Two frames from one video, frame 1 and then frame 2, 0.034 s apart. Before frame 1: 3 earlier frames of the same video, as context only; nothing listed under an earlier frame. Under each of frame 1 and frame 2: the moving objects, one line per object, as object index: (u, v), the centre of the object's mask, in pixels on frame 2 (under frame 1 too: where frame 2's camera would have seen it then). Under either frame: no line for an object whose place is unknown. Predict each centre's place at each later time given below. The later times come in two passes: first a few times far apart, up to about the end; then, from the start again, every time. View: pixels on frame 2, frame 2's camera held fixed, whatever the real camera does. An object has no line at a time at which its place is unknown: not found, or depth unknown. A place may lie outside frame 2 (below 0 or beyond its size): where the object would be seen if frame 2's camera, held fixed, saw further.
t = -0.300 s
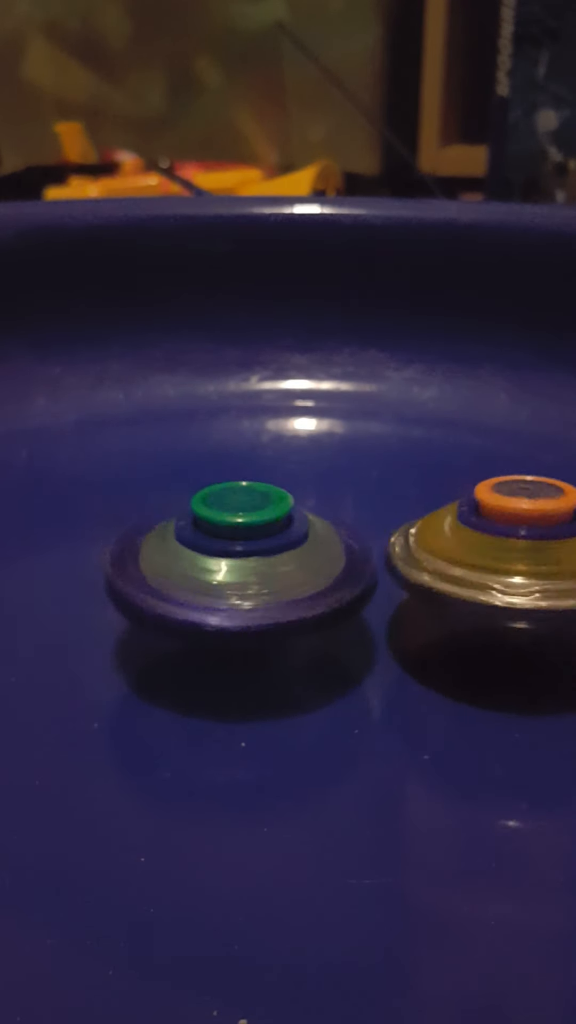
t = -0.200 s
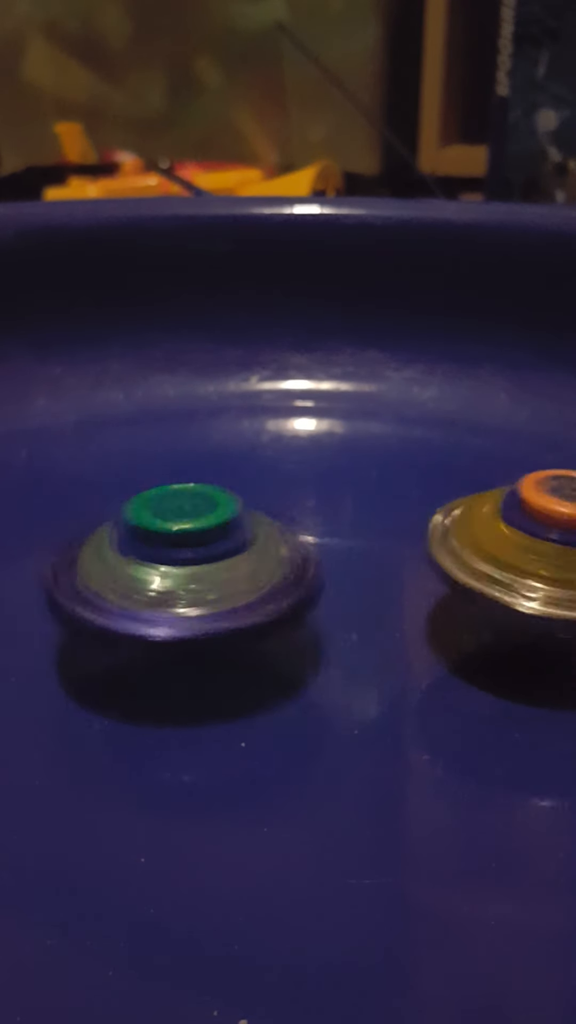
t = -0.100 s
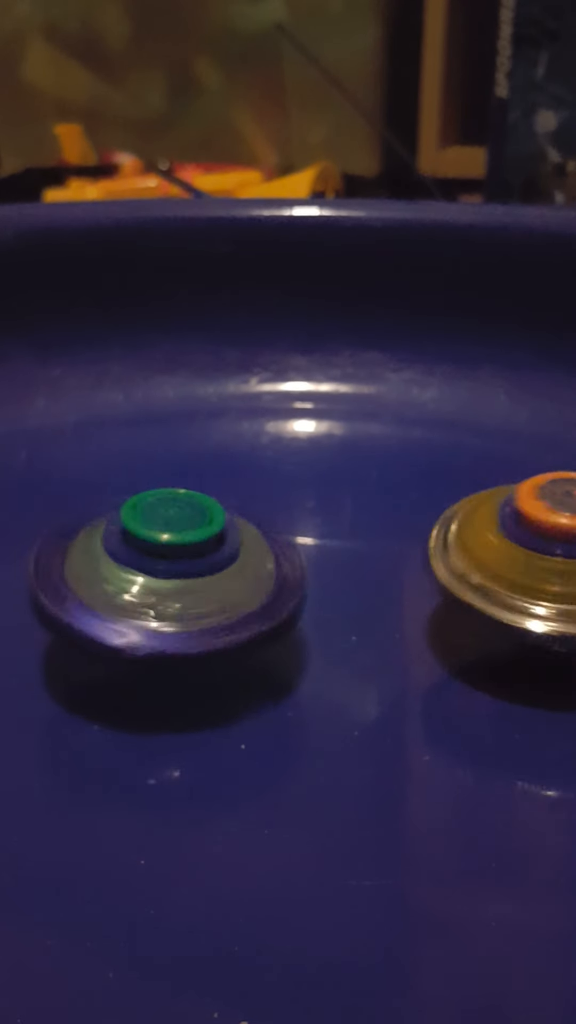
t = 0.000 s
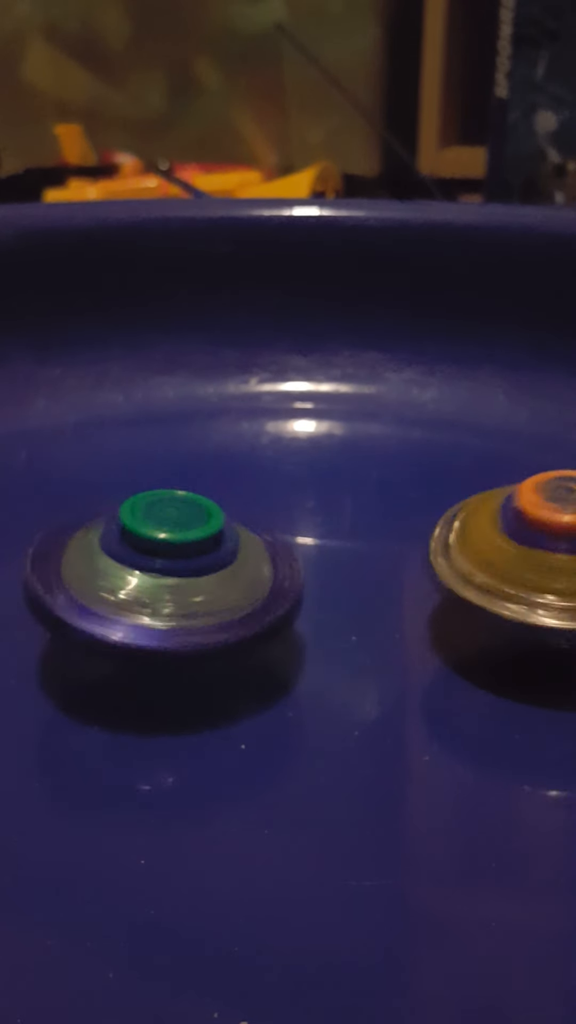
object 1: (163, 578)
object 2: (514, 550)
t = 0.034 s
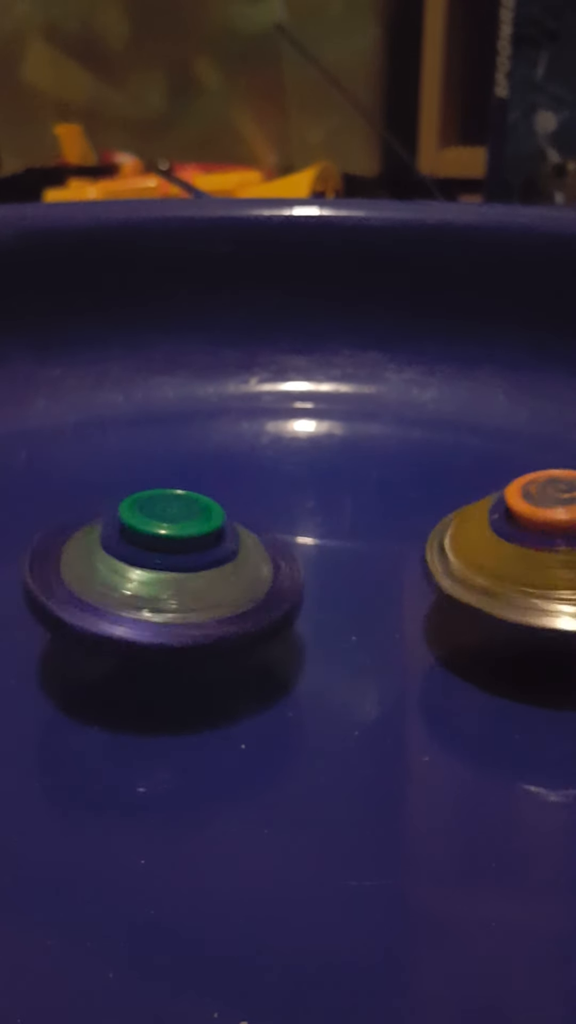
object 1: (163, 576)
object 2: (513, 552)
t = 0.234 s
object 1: (165, 577)
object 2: (514, 542)
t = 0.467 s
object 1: (177, 577)
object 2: (512, 532)
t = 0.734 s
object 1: (184, 574)
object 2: (507, 527)
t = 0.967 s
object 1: (179, 572)
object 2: (505, 529)
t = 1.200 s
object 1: (171, 572)
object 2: (505, 520)
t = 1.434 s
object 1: (174, 572)
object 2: (503, 515)
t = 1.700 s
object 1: (187, 571)
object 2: (498, 510)
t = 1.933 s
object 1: (193, 568)
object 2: (493, 513)
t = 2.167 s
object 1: (188, 567)
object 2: (491, 507)
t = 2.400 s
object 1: (181, 568)
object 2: (489, 503)
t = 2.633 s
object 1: (184, 569)
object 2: (482, 500)
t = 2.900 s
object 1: (197, 566)
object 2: (476, 500)
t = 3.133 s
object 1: (202, 564)
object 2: (470, 498)
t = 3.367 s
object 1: (196, 565)
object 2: (468, 493)
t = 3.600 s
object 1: (191, 564)
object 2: (460, 492)
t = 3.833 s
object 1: (196, 565)
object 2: (448, 488)
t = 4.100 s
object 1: (207, 562)
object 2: (441, 493)
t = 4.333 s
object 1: (211, 561)
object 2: (437, 485)
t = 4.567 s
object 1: (205, 560)
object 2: (429, 485)
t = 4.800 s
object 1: (199, 561)
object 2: (415, 485)
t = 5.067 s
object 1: (208, 559)
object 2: (408, 485)
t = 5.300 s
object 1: (210, 569)
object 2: (413, 491)
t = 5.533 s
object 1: (209, 568)
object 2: (407, 478)
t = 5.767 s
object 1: (209, 569)
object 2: (396, 477)
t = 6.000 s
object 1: (209, 577)
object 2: (399, 489)
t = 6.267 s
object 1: (207, 578)
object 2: (395, 483)
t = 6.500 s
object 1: (216, 577)
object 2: (387, 475)
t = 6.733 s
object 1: (216, 577)
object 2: (378, 475)
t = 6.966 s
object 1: (210, 577)
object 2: (369, 485)
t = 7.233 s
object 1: (202, 576)
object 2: (368, 481)
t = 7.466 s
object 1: (211, 577)
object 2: (358, 482)
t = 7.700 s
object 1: (217, 574)
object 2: (349, 475)
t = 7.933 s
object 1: (209, 580)
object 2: (356, 480)
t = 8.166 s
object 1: (208, 579)
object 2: (358, 476)
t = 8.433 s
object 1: (207, 579)
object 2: (339, 484)
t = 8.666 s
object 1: (217, 580)
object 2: (328, 475)
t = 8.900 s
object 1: (206, 614)
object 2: (343, 474)
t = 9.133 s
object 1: (199, 610)
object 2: (348, 472)
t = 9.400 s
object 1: (201, 618)
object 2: (326, 482)
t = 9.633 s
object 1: (199, 619)
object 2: (285, 475)
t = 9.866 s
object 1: (200, 611)
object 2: (271, 467)
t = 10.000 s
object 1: (196, 606)
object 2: (274, 465)
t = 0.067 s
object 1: (162, 577)
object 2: (515, 545)
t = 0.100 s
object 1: (163, 577)
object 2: (514, 546)
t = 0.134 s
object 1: (163, 576)
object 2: (515, 546)
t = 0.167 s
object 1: (163, 577)
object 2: (515, 543)
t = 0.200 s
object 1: (165, 578)
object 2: (514, 543)
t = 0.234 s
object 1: (165, 577)
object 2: (514, 542)
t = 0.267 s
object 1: (168, 577)
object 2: (516, 538)
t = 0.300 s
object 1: (170, 578)
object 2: (514, 540)
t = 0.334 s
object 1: (170, 576)
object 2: (513, 537)
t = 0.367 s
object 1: (173, 577)
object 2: (514, 534)
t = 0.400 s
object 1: (174, 577)
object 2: (512, 536)
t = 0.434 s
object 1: (173, 577)
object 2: (511, 531)
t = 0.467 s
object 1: (177, 577)
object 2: (512, 532)
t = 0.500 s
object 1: (179, 576)
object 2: (510, 533)
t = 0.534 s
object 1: (179, 577)
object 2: (510, 527)
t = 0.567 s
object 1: (181, 576)
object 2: (510, 529)
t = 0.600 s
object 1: (181, 576)
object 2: (508, 531)
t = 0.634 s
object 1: (182, 576)
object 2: (509, 526)
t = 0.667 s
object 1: (184, 575)
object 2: (508, 529)
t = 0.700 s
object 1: (184, 574)
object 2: (507, 530)
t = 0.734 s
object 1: (184, 574)
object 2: (507, 527)
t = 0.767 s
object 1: (185, 574)
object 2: (506, 529)
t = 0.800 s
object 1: (183, 573)
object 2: (505, 529)
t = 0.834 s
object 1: (183, 573)
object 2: (507, 527)
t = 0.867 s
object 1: (183, 572)
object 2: (505, 529)
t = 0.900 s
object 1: (182, 572)
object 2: (504, 529)
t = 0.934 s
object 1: (181, 572)
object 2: (506, 527)
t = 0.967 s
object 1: (179, 572)
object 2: (505, 529)
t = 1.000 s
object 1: (176, 572)
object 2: (504, 527)
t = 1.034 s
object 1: (176, 572)
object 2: (505, 526)
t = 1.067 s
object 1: (175, 572)
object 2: (505, 528)
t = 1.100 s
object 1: (173, 572)
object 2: (504, 524)
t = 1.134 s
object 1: (174, 572)
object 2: (505, 525)
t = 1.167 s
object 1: (172, 571)
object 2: (505, 526)
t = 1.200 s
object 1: (171, 572)
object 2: (505, 520)
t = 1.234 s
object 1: (171, 572)
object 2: (505, 522)
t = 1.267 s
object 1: (170, 572)
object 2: (504, 523)
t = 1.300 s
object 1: (171, 572)
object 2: (505, 517)
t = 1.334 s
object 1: (171, 571)
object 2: (505, 518)
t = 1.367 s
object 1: (171, 571)
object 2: (504, 519)
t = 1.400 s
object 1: (173, 572)
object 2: (504, 514)
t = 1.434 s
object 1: (174, 572)
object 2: (503, 515)
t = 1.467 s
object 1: (174, 572)
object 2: (502, 516)
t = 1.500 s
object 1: (177, 573)
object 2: (503, 512)
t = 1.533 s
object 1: (178, 573)
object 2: (501, 513)
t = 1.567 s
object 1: (179, 573)
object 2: (500, 514)
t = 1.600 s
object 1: (182, 573)
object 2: (501, 511)
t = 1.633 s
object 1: (184, 572)
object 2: (499, 513)
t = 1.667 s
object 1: (185, 572)
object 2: (497, 513)
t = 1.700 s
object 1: (187, 571)
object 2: (498, 510)
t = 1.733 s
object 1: (187, 570)
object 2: (497, 512)
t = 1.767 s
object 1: (189, 570)
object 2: (495, 512)
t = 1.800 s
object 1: (190, 570)
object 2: (496, 510)
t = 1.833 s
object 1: (190, 570)
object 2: (495, 512)
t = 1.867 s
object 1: (192, 569)
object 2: (493, 511)
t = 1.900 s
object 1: (192, 569)
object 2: (494, 511)
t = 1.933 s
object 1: (193, 568)
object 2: (493, 513)
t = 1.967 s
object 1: (193, 569)
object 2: (492, 510)
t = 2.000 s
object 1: (193, 567)
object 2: (493, 510)
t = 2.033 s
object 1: (192, 568)
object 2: (492, 513)
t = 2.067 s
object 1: (192, 567)
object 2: (491, 509)
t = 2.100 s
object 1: (191, 567)
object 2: (492, 510)
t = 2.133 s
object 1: (189, 568)
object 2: (491, 512)
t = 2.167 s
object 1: (188, 567)
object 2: (491, 507)
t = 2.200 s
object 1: (186, 567)
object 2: (491, 508)
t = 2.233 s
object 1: (186, 568)
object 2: (490, 509)
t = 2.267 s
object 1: (185, 567)
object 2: (490, 504)
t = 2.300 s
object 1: (183, 567)
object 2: (490, 505)
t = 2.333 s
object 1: (181, 568)
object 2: (489, 506)
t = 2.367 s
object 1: (181, 568)
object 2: (489, 501)
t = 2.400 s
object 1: (181, 568)
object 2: (489, 503)
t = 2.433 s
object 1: (180, 568)
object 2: (487, 504)
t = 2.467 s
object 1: (181, 567)
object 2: (487, 500)
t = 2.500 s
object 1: (180, 567)
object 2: (487, 501)
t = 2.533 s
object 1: (182, 568)
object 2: (485, 502)
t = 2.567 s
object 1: (182, 568)
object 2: (486, 498)
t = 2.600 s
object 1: (182, 568)
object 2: (485, 500)
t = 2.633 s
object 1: (184, 569)
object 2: (482, 500)
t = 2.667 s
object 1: (185, 567)
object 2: (483, 498)
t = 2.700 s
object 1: (187, 568)
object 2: (482, 500)
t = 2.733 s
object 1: (189, 568)
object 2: (478, 500)
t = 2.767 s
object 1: (189, 567)
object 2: (480, 498)
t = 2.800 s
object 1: (191, 567)
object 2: (478, 500)
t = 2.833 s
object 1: (194, 567)
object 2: (476, 500)
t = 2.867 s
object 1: (195, 566)
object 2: (477, 498)
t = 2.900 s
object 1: (197, 566)
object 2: (476, 500)
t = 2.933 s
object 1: (199, 566)
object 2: (473, 500)
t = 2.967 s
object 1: (198, 565)
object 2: (474, 499)
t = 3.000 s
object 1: (200, 566)
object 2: (473, 501)
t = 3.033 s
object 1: (201, 566)
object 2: (472, 499)
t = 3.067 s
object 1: (201, 565)
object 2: (473, 498)
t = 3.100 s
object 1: (202, 565)
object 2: (472, 500)
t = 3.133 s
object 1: (202, 564)
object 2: (470, 498)
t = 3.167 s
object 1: (201, 565)
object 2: (471, 497)
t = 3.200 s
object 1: (200, 564)
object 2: (471, 499)
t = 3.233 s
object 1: (200, 564)
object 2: (469, 495)
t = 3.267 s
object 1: (199, 564)
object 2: (470, 495)
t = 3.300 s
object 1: (198, 564)
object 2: (469, 497)
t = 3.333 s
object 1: (197, 564)
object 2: (468, 493)
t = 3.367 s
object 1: (196, 565)
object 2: (468, 493)
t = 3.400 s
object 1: (196, 564)
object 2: (467, 495)
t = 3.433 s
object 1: (195, 563)
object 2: (465, 491)
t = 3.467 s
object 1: (193, 564)
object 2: (466, 491)
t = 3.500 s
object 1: (193, 564)
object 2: (464, 493)
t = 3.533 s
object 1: (191, 564)
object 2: (461, 489)
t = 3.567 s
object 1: (190, 565)
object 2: (462, 490)
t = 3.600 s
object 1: (191, 564)
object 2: (460, 492)
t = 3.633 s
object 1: (191, 564)
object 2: (457, 488)
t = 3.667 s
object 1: (192, 565)
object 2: (458, 490)
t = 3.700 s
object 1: (192, 564)
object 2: (454, 492)
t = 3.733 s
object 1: (191, 564)
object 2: (452, 488)
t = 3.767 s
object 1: (194, 565)
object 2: (453, 490)
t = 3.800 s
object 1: (194, 564)
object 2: (450, 492)
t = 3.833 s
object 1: (196, 565)
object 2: (448, 488)
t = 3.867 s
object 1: (198, 564)
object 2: (449, 490)
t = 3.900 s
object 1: (199, 564)
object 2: (446, 492)
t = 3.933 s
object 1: (199, 565)
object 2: (445, 488)
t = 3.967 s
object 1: (202, 564)
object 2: (446, 491)
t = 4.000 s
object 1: (203, 563)
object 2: (443, 493)
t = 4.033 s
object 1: (204, 564)
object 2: (443, 489)
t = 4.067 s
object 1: (206, 563)
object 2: (443, 492)
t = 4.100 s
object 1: (207, 562)
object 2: (441, 493)
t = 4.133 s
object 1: (208, 563)
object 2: (440, 488)
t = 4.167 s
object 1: (209, 563)
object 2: (440, 490)
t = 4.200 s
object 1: (209, 561)
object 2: (439, 491)
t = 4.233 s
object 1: (210, 562)
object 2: (439, 487)
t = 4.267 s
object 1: (210, 561)
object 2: (439, 489)
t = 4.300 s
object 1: (210, 561)
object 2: (437, 490)
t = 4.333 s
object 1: (211, 561)
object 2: (437, 485)
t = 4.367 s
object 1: (210, 561)
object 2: (437, 487)
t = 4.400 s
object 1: (208, 561)
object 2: (434, 488)
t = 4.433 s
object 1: (208, 561)
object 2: (434, 484)
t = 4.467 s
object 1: (208, 560)
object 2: (434, 485)
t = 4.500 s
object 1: (206, 561)
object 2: (431, 486)
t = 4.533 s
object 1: (205, 561)
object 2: (430, 483)
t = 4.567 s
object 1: (205, 560)
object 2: (429, 485)
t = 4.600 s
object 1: (204, 561)
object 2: (425, 485)
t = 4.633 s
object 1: (203, 561)
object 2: (424, 482)
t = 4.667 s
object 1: (201, 561)
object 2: (424, 484)
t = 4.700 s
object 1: (198, 562)
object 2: (420, 485)
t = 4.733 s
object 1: (200, 561)
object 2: (419, 482)
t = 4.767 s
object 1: (199, 560)
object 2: (419, 484)
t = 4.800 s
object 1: (199, 561)
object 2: (415, 485)
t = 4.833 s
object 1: (199, 561)
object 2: (415, 482)
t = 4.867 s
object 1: (199, 560)
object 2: (414, 484)
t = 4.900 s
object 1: (200, 561)
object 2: (411, 485)
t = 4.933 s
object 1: (201, 561)
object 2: (411, 483)
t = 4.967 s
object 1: (202, 561)
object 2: (410, 485)
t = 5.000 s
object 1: (204, 561)
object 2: (408, 486)
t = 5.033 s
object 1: (207, 561)
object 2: (407, 484)
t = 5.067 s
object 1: (208, 559)
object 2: (408, 485)
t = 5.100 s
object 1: (210, 560)
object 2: (406, 486)
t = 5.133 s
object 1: (211, 560)
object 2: (405, 483)
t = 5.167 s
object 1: (211, 560)
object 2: (405, 485)
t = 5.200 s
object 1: (207, 563)
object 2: (407, 484)
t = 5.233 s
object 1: (203, 570)
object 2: (414, 481)
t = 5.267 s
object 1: (210, 572)
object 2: (416, 488)
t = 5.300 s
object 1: (210, 569)
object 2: (413, 491)
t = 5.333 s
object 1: (206, 567)
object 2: (410, 485)
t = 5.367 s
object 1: (206, 570)
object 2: (412, 484)
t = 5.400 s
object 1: (210, 571)
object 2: (413, 485)
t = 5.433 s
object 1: (208, 567)
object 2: (411, 483)
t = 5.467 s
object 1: (205, 569)
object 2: (411, 484)
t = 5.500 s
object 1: (209, 570)
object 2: (408, 482)
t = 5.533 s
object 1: (209, 568)
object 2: (407, 478)
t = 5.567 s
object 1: (207, 568)
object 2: (409, 479)
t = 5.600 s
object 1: (207, 570)
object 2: (406, 481)
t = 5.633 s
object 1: (208, 569)
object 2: (402, 477)
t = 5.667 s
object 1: (209, 568)
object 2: (402, 476)
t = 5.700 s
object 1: (208, 569)
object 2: (401, 478)
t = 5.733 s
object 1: (209, 568)
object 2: (397, 477)
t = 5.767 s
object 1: (209, 569)
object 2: (396, 477)
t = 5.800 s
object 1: (211, 568)
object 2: (393, 479)
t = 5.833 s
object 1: (209, 568)
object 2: (390, 476)
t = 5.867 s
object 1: (210, 568)
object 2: (392, 477)
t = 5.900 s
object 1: (211, 569)
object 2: (391, 479)
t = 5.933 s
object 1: (204, 577)
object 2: (394, 476)
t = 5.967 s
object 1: (207, 579)
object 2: (400, 484)
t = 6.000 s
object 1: (209, 577)
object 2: (399, 489)
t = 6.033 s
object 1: (205, 575)
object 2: (394, 488)
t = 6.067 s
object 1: (204, 577)
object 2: (394, 486)
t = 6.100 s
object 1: (204, 577)
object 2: (395, 488)
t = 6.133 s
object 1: (205, 576)
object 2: (394, 488)
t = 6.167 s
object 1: (205, 577)
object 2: (395, 486)
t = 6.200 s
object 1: (206, 577)
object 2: (395, 487)
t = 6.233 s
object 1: (206, 578)
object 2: (394, 487)
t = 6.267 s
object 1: (207, 578)
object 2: (395, 483)
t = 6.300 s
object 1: (207, 579)
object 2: (395, 484)
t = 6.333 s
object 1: (208, 579)
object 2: (394, 484)
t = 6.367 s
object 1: (211, 578)
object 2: (391, 479)
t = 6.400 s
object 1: (211, 577)
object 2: (393, 479)
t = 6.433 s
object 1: (211, 577)
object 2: (391, 480)
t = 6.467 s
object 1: (214, 578)
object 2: (386, 476)
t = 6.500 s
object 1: (216, 577)
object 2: (387, 475)
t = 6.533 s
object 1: (215, 576)
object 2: (386, 476)
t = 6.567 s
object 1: (216, 577)
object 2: (383, 473)
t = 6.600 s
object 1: (217, 576)
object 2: (384, 472)
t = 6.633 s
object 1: (217, 576)
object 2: (383, 474)
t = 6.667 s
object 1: (219, 576)
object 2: (378, 473)
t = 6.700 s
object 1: (217, 577)
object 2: (379, 472)
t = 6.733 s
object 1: (216, 577)
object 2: (378, 475)
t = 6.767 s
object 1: (218, 577)
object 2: (374, 475)
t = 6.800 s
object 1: (216, 576)
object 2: (376, 476)
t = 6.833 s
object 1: (215, 576)
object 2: (376, 479)
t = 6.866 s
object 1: (214, 578)
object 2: (371, 480)
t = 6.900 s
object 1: (214, 576)
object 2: (372, 480)
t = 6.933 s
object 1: (212, 576)
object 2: (372, 483)
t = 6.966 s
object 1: (210, 577)
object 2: (369, 485)
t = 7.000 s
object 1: (207, 577)
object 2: (369, 482)
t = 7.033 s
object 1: (207, 577)
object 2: (370, 484)
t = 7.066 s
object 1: (206, 577)
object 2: (369, 486)
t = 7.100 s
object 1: (205, 576)
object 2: (368, 482)
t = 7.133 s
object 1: (204, 576)
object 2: (369, 483)
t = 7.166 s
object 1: (204, 577)
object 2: (369, 484)
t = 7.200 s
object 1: (203, 576)
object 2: (367, 481)
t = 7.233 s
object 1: (202, 576)
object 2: (368, 481)
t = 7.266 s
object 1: (203, 576)
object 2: (369, 481)
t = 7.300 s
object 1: (203, 576)
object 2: (365, 478)
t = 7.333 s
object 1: (204, 575)
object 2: (365, 476)
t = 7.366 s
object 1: (205, 576)
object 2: (365, 477)
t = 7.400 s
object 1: (206, 576)
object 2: (361, 476)
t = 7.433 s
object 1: (208, 576)
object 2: (358, 481)
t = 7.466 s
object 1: (211, 577)
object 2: (358, 482)
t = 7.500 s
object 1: (212, 576)
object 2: (356, 483)
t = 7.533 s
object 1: (211, 575)
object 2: (355, 481)
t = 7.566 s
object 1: (213, 576)
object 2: (354, 481)
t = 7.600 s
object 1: (212, 575)
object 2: (353, 472)
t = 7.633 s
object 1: (214, 575)
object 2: (350, 472)
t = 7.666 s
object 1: (215, 576)
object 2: (351, 473)
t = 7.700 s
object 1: (217, 574)
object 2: (349, 475)
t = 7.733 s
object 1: (214, 576)
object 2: (351, 473)
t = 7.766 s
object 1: (216, 577)
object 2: (355, 477)
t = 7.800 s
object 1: (215, 579)
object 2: (354, 480)
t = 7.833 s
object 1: (217, 580)
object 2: (356, 480)
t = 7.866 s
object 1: (216, 579)
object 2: (356, 483)
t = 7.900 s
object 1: (211, 578)
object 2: (356, 483)
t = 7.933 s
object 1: (209, 580)
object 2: (356, 480)
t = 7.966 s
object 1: (211, 580)
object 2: (358, 481)
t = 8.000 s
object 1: (211, 579)
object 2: (361, 482)
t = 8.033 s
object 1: (208, 579)
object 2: (360, 482)
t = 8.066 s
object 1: (208, 579)
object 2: (359, 479)
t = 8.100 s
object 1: (209, 579)
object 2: (360, 479)
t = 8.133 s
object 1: (208, 579)
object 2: (360, 479)
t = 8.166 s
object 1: (208, 579)
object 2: (358, 476)
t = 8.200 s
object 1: (207, 579)
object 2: (357, 475)
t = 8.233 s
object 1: (207, 579)
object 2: (355, 475)
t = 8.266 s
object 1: (207, 579)
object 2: (352, 479)
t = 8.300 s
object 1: (206, 578)
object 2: (351, 480)
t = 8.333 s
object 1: (207, 579)
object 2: (349, 482)
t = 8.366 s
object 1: (209, 580)
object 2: (344, 483)
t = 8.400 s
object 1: (208, 579)
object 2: (341, 484)
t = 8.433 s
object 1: (207, 579)
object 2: (339, 484)
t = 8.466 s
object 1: (209, 580)
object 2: (335, 483)
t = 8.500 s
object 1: (211, 579)
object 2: (332, 482)
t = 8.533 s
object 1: (214, 580)
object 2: (330, 481)
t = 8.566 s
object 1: (216, 580)
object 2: (326, 480)
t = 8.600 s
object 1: (214, 578)
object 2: (328, 474)
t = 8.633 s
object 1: (217, 579)
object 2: (328, 475)
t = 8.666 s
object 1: (217, 580)
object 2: (328, 475)
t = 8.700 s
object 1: (217, 581)
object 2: (332, 479)
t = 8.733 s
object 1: (215, 587)
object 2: (332, 482)
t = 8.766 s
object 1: (206, 601)
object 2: (335, 477)
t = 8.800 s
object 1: (200, 612)
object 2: (338, 475)
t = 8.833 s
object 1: (201, 618)
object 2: (340, 478)
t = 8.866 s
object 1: (205, 619)
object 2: (342, 476)
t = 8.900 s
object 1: (206, 614)
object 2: (343, 474)
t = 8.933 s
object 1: (201, 609)
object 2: (347, 474)
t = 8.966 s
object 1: (198, 612)
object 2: (349, 476)
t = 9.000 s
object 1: (199, 612)
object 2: (348, 477)
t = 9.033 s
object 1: (199, 609)
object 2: (351, 475)
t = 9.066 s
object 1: (199, 610)
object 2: (353, 477)
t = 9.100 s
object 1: (199, 611)
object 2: (352, 477)
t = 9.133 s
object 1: (199, 610)
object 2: (348, 472)
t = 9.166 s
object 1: (201, 610)
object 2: (350, 471)
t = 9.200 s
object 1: (201, 610)
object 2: (347, 479)
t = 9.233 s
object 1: (203, 610)
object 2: (343, 479)
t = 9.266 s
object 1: (202, 611)
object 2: (344, 478)
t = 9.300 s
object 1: (202, 615)
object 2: (342, 480)
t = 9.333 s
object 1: (201, 616)
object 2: (335, 480)
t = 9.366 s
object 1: (200, 616)
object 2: (331, 481)
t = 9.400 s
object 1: (201, 618)
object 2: (326, 482)
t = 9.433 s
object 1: (201, 619)
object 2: (318, 481)
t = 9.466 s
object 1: (200, 620)
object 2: (312, 481)
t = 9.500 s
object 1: (200, 620)
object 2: (308, 479)
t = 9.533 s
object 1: (200, 619)
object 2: (302, 478)
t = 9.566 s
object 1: (199, 620)
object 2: (296, 476)
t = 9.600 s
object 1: (200, 620)
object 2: (291, 477)
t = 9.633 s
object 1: (199, 619)
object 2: (285, 475)
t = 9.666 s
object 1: (201, 618)
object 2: (280, 473)
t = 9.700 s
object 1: (203, 617)
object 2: (277, 471)
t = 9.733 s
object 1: (202, 615)
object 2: (275, 470)
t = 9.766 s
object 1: (199, 613)
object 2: (275, 469)
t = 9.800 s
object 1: (198, 613)
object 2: (273, 467)
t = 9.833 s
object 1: (200, 613)
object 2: (271, 466)
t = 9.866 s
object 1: (200, 611)
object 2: (271, 467)
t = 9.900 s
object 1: (198, 608)
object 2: (271, 467)
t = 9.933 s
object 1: (195, 608)
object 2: (270, 465)
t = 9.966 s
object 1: (197, 608)
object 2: (272, 465)
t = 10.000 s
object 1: (196, 606)
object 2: (274, 465)
